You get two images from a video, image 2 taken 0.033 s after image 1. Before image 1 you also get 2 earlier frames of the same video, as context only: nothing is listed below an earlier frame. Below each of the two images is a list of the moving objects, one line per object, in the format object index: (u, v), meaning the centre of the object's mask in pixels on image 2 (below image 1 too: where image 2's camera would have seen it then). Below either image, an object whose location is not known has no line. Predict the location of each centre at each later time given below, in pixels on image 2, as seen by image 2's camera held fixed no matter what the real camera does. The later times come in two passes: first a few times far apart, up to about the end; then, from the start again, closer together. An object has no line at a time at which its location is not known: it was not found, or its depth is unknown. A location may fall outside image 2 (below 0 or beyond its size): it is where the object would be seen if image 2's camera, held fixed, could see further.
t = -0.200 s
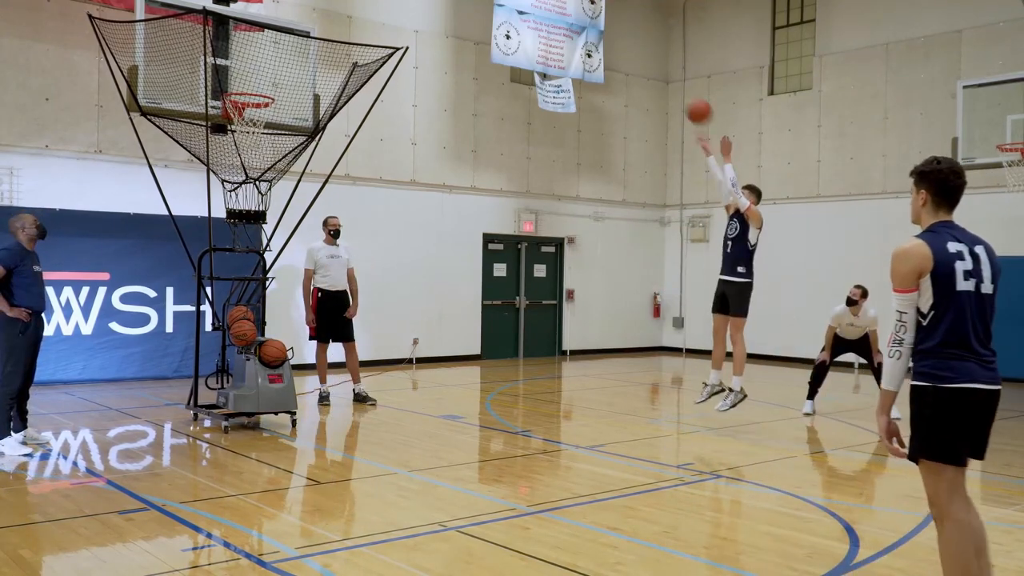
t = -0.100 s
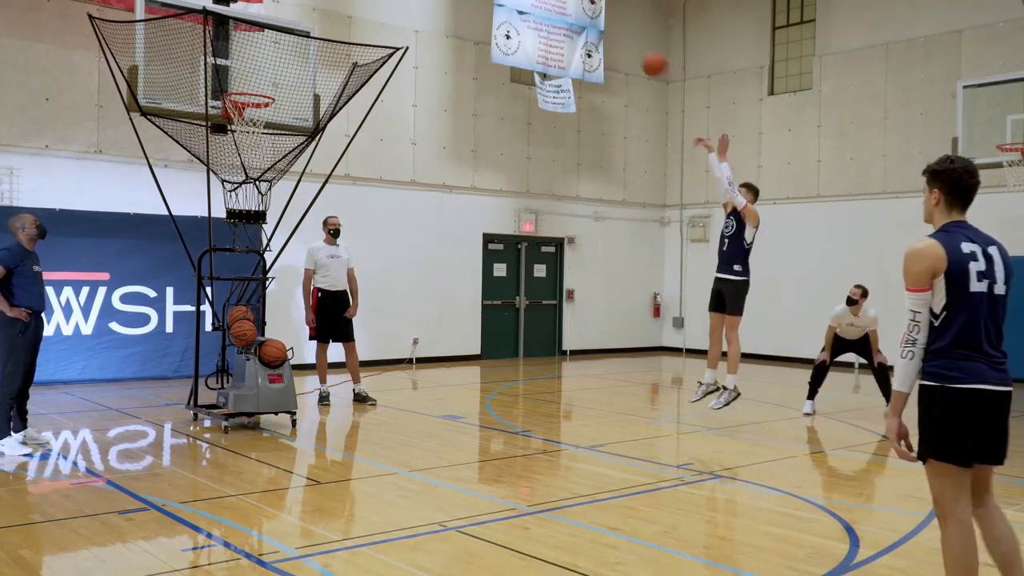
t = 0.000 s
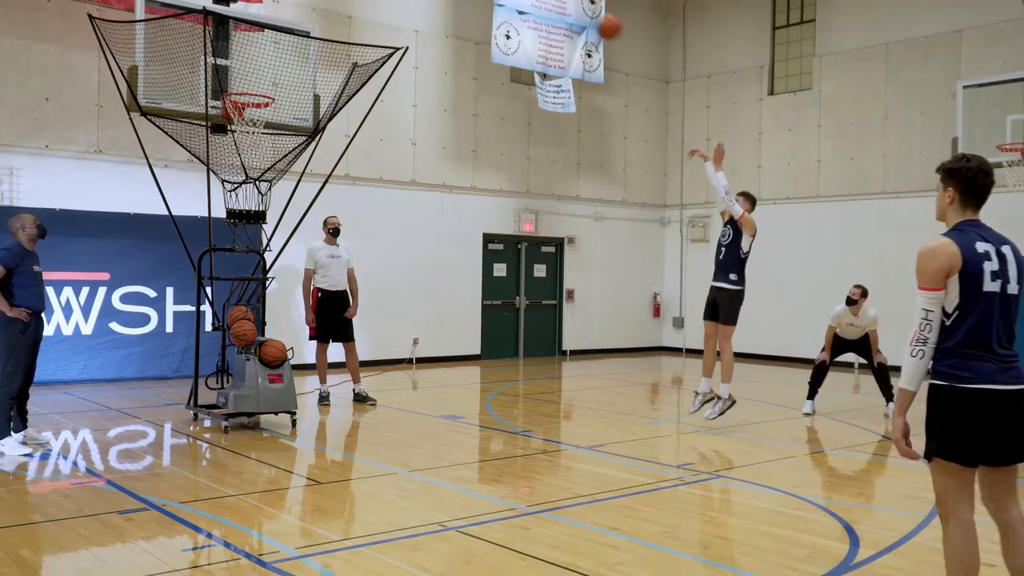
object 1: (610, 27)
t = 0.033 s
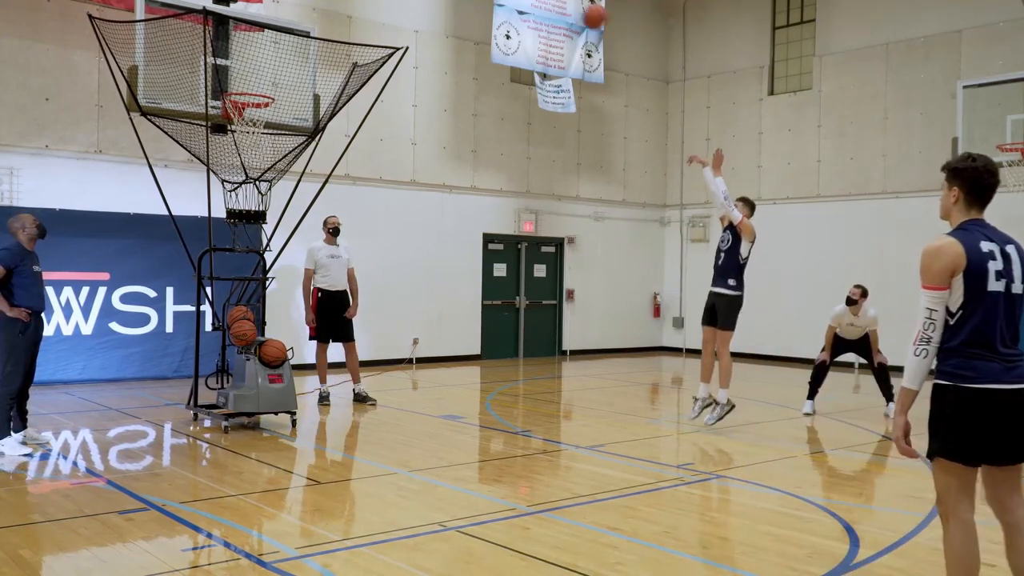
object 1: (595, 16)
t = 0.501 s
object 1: (385, 3)
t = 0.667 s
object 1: (310, 39)
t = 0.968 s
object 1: (219, 129)
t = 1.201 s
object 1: (220, 175)
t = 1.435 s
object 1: (267, 178)
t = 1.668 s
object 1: (289, 170)
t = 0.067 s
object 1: (579, 9)
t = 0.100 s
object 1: (564, 5)
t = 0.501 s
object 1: (385, 3)
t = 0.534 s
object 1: (370, 5)
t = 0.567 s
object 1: (354, 10)
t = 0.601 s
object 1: (340, 18)
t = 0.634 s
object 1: (325, 26)
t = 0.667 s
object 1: (310, 39)
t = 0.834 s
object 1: (234, 115)
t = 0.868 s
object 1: (226, 123)
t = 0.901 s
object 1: (221, 125)
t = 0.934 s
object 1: (220, 127)
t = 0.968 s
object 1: (219, 129)
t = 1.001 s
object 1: (218, 134)
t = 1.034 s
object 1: (215, 141)
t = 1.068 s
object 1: (212, 148)
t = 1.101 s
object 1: (210, 156)
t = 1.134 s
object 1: (212, 164)
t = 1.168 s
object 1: (215, 170)
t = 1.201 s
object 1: (220, 175)
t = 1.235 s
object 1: (225, 179)
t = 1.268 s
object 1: (231, 182)
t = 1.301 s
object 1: (239, 182)
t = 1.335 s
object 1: (247, 181)
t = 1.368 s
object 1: (255, 181)
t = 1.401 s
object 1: (262, 179)
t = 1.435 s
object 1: (267, 178)
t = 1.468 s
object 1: (272, 175)
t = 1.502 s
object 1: (275, 173)
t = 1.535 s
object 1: (279, 171)
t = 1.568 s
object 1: (282, 170)
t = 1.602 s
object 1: (285, 170)
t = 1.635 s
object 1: (287, 170)
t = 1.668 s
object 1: (289, 170)
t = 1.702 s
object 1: (290, 170)
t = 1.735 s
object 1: (291, 170)
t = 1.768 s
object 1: (291, 169)
